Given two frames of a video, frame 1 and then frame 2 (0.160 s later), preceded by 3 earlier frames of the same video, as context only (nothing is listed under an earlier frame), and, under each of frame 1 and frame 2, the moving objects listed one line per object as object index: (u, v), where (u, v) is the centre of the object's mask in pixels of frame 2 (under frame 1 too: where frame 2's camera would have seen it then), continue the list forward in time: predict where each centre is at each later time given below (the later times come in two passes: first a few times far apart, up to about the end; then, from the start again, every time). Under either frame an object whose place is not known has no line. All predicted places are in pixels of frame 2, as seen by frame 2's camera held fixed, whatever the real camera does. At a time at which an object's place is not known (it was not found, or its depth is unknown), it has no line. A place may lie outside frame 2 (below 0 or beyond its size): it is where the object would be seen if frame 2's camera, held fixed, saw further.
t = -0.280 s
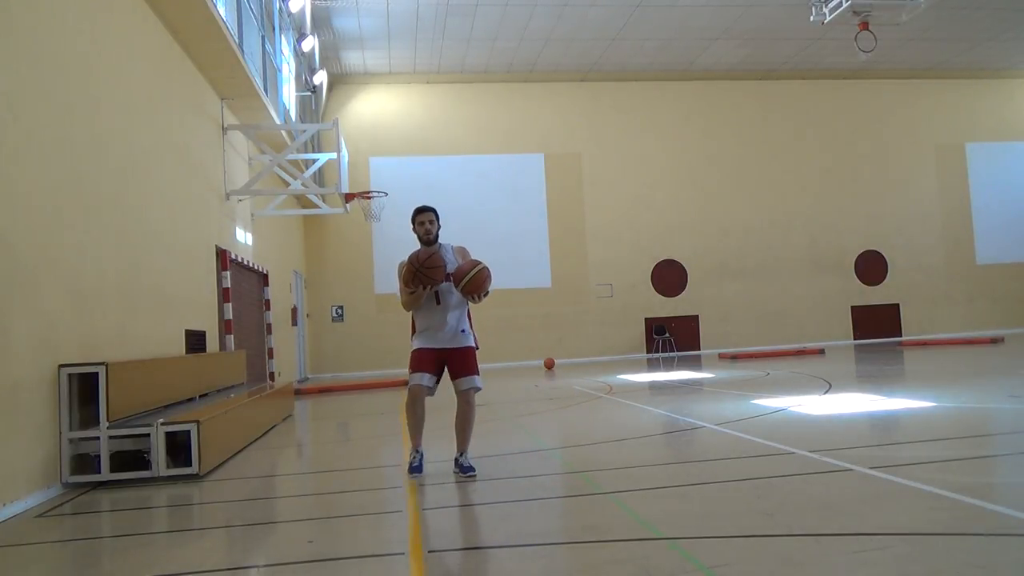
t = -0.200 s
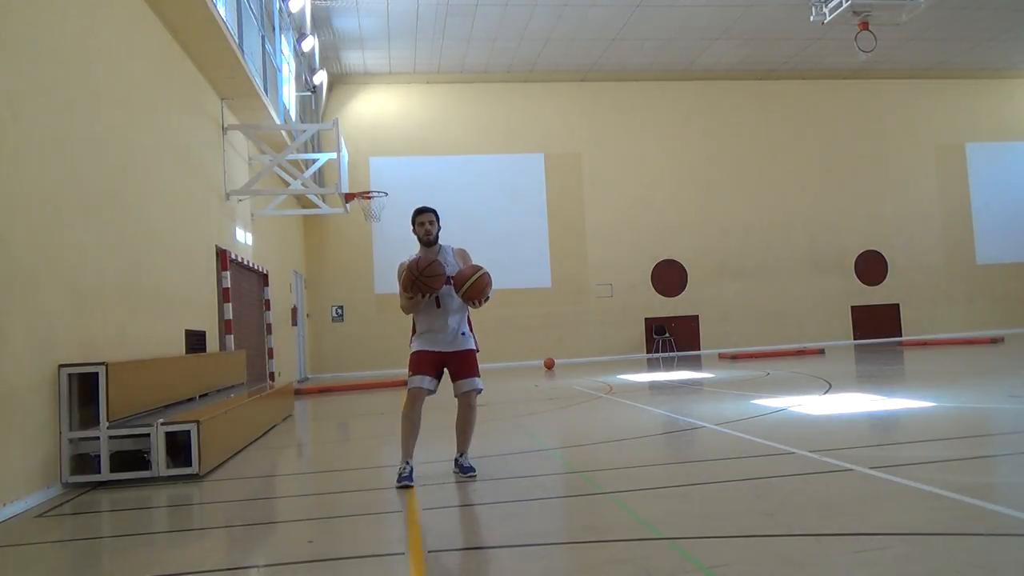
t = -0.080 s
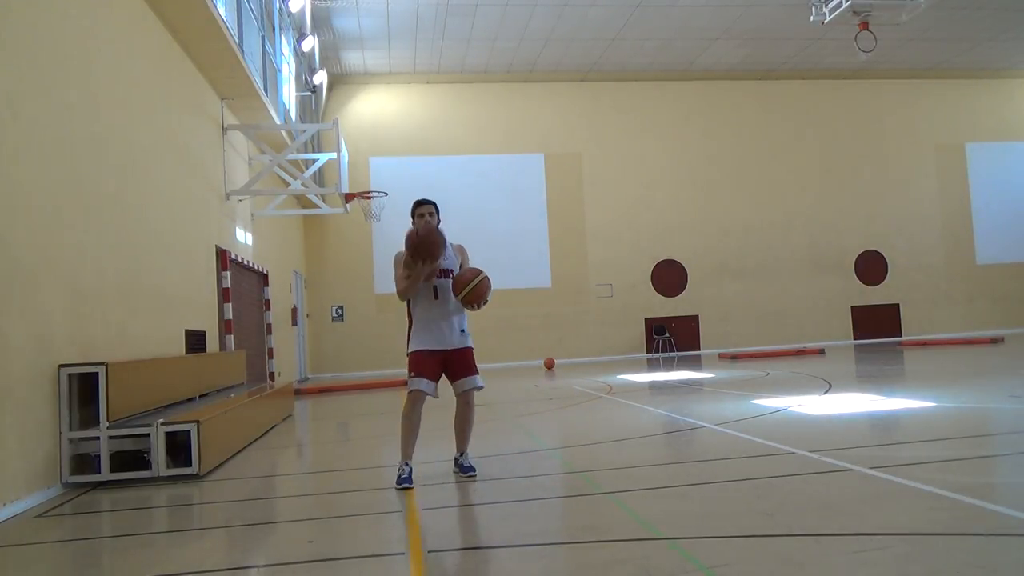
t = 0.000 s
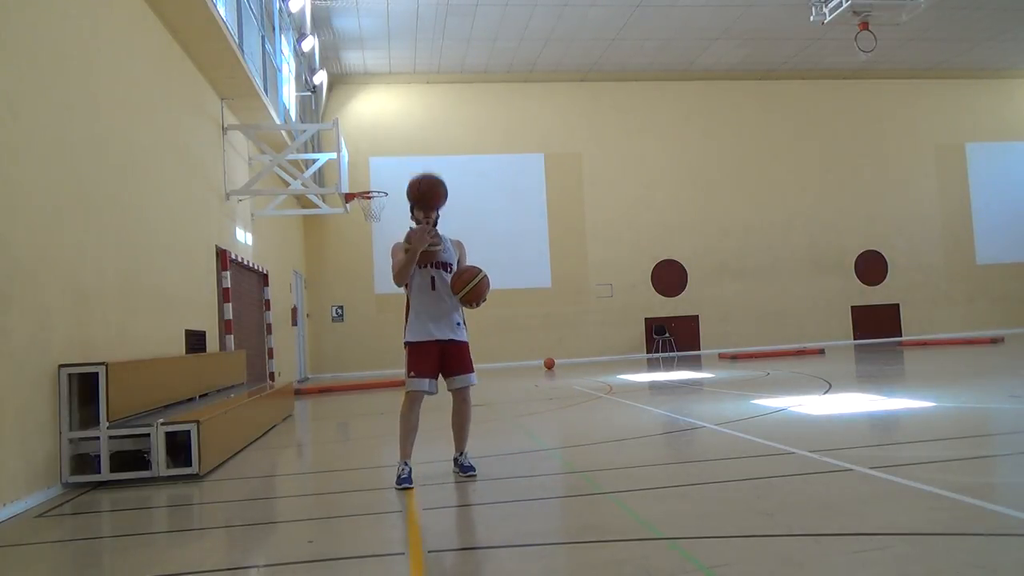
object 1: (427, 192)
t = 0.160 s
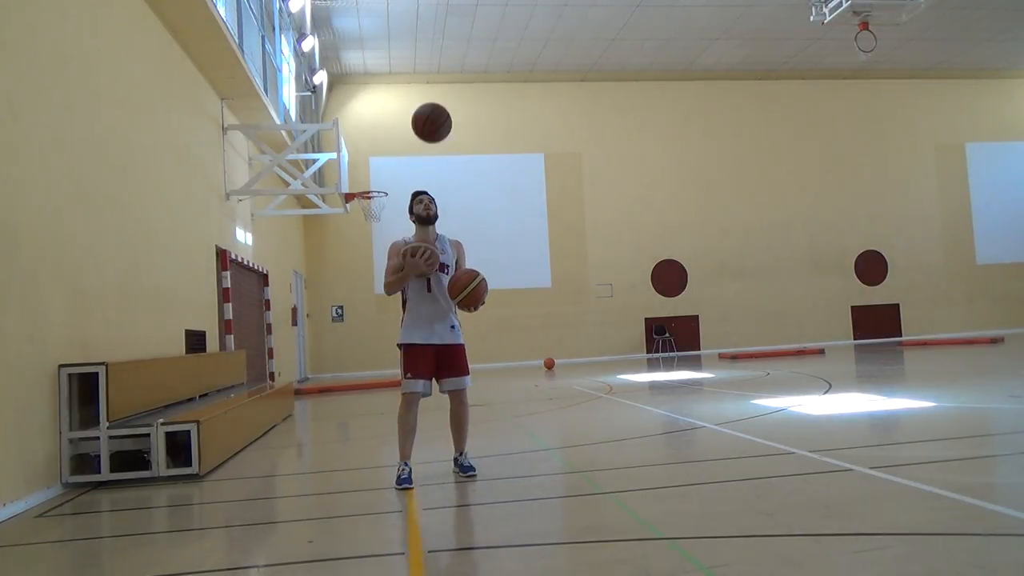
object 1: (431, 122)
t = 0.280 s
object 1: (436, 97)
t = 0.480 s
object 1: (446, 106)
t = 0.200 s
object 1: (433, 111)
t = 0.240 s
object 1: (435, 103)
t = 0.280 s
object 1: (436, 97)
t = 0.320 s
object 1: (438, 94)
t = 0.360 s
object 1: (440, 93)
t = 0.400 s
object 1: (442, 95)
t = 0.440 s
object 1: (444, 99)
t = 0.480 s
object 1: (446, 106)
